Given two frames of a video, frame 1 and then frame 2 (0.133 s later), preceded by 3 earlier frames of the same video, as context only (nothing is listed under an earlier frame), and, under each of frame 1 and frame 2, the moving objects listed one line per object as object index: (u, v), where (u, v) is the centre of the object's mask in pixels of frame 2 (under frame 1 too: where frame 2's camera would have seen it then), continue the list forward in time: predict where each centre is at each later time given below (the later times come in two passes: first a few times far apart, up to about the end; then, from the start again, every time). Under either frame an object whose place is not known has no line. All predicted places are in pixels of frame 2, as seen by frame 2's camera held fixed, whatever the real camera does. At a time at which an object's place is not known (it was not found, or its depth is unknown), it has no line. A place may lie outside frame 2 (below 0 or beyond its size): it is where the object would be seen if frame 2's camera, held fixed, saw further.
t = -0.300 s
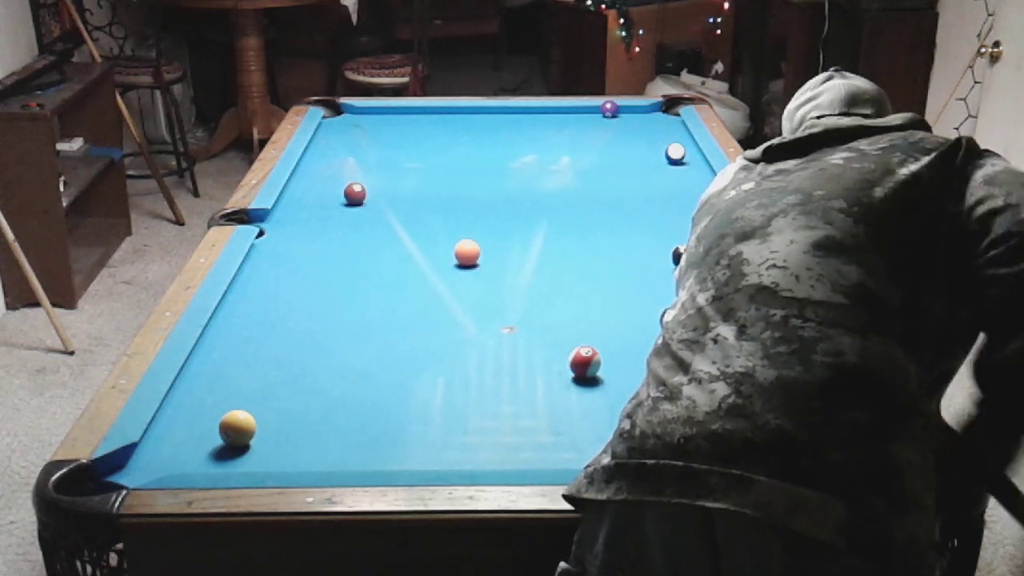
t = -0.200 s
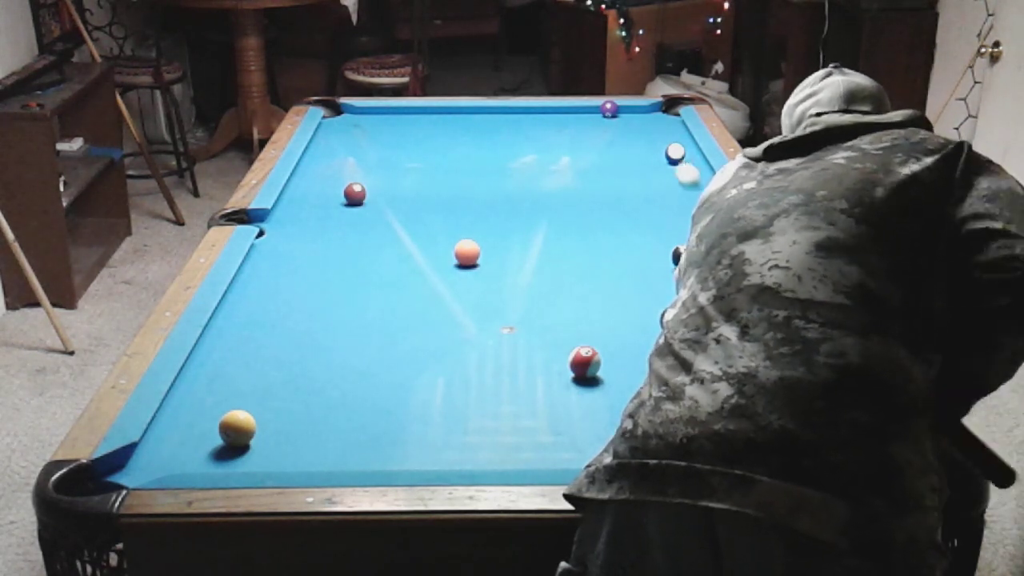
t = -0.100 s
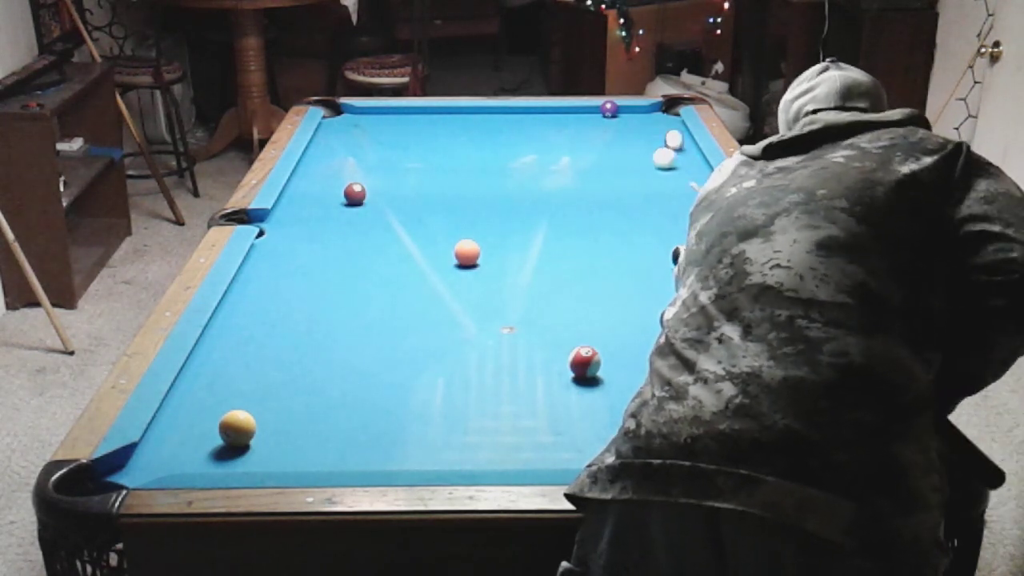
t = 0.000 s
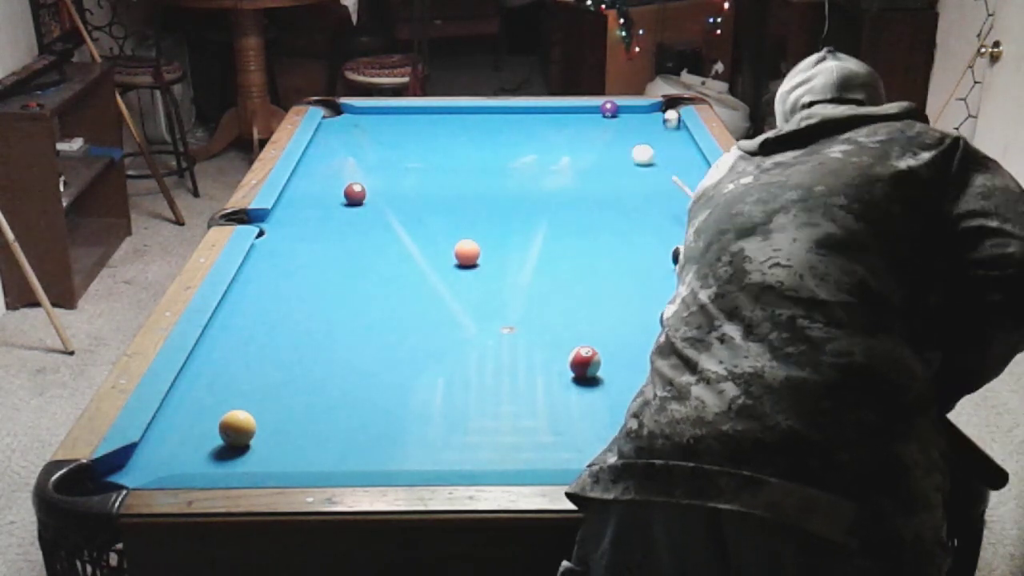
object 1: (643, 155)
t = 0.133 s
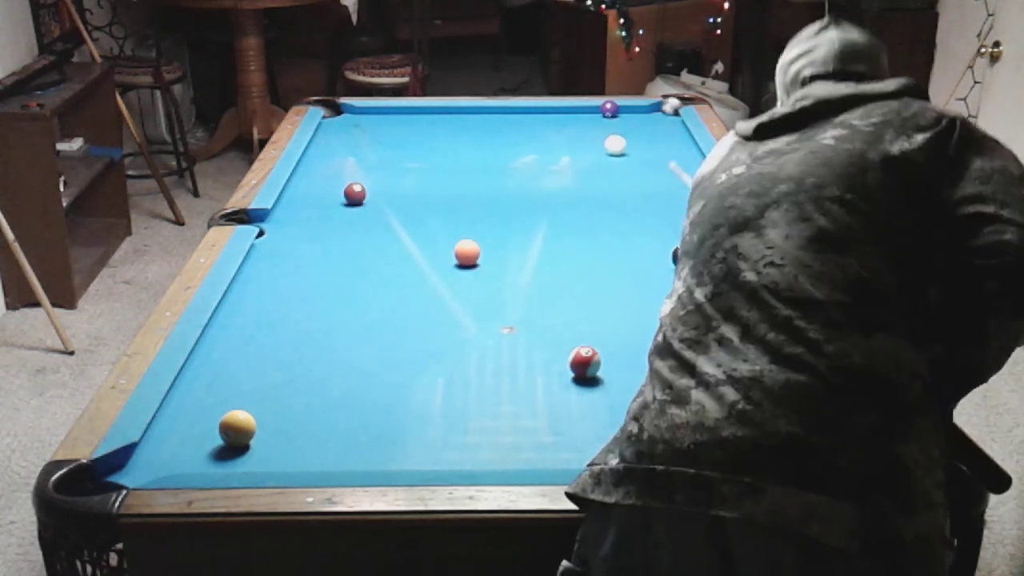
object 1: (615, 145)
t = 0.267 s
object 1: (590, 135)
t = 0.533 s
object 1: (544, 118)
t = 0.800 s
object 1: (509, 114)
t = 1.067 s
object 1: (480, 125)
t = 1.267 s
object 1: (458, 134)
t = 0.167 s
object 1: (609, 142)
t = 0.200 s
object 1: (602, 140)
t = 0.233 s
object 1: (596, 138)
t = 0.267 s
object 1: (590, 135)
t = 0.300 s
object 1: (584, 133)
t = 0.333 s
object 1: (578, 131)
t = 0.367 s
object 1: (572, 128)
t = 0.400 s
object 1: (566, 126)
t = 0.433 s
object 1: (561, 124)
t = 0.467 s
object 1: (555, 122)
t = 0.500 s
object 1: (550, 120)
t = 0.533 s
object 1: (544, 118)
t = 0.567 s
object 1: (539, 116)
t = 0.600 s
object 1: (534, 114)
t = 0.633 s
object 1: (529, 112)
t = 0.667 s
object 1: (524, 110)
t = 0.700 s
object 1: (519, 109)
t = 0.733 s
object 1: (516, 110)
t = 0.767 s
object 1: (513, 112)
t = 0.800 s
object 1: (509, 114)
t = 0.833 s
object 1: (506, 115)
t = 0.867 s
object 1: (502, 116)
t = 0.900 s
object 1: (499, 118)
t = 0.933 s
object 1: (495, 119)
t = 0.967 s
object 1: (491, 121)
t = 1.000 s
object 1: (488, 122)
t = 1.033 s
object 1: (484, 124)
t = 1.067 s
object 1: (480, 125)
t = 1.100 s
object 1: (476, 127)
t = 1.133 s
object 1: (473, 128)
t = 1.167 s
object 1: (469, 129)
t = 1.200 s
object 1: (465, 131)
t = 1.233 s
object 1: (461, 132)
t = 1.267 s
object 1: (458, 134)
